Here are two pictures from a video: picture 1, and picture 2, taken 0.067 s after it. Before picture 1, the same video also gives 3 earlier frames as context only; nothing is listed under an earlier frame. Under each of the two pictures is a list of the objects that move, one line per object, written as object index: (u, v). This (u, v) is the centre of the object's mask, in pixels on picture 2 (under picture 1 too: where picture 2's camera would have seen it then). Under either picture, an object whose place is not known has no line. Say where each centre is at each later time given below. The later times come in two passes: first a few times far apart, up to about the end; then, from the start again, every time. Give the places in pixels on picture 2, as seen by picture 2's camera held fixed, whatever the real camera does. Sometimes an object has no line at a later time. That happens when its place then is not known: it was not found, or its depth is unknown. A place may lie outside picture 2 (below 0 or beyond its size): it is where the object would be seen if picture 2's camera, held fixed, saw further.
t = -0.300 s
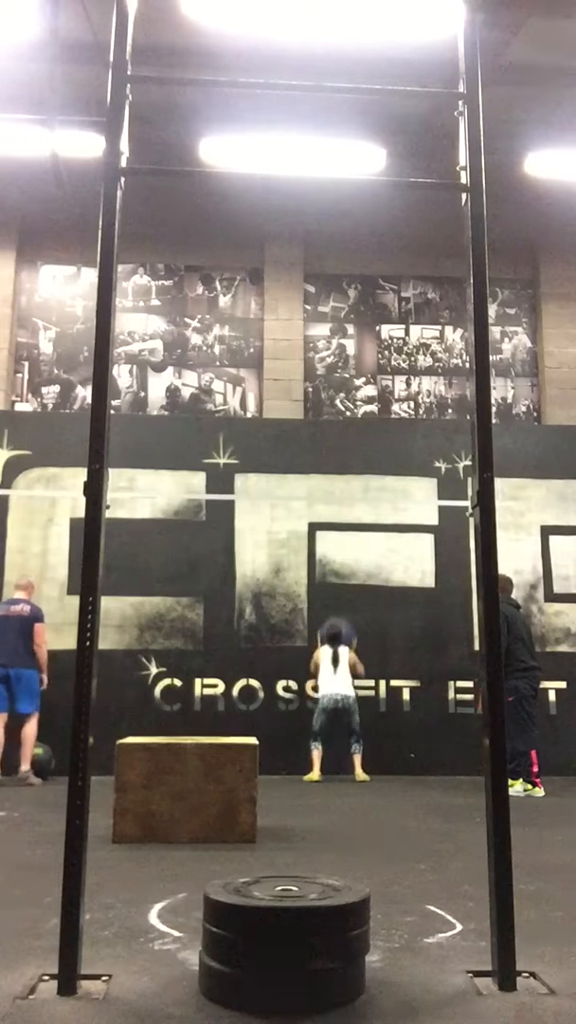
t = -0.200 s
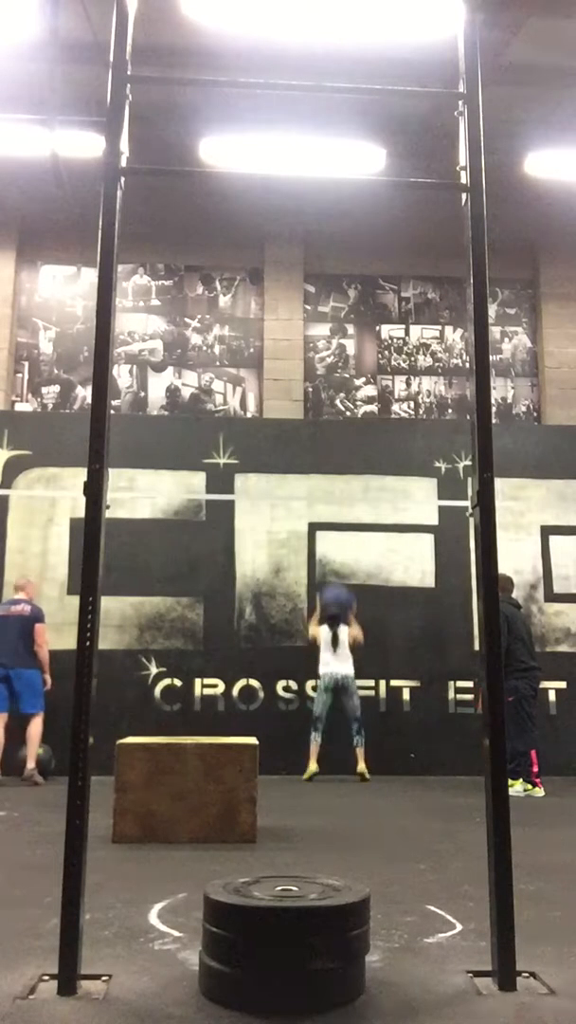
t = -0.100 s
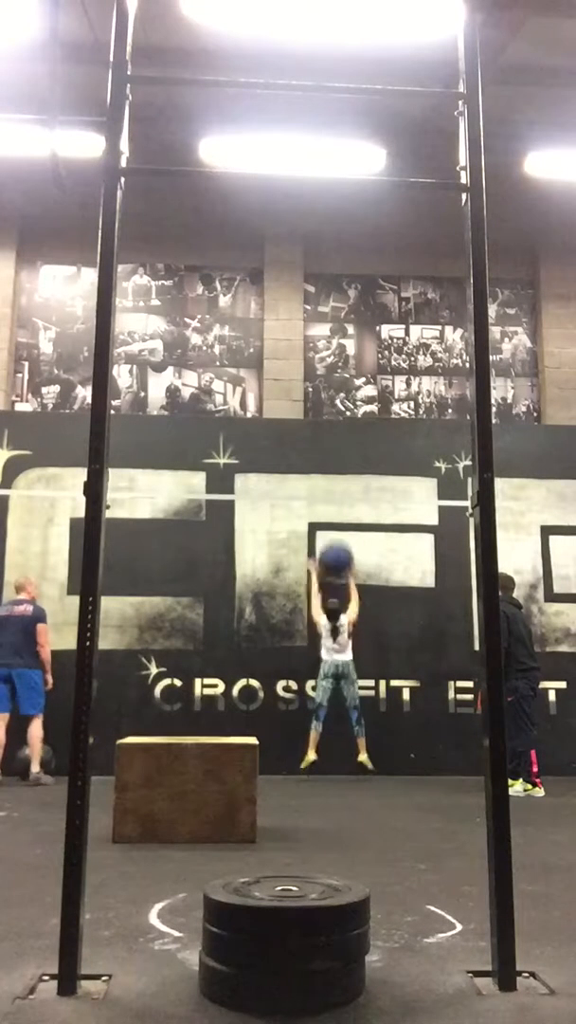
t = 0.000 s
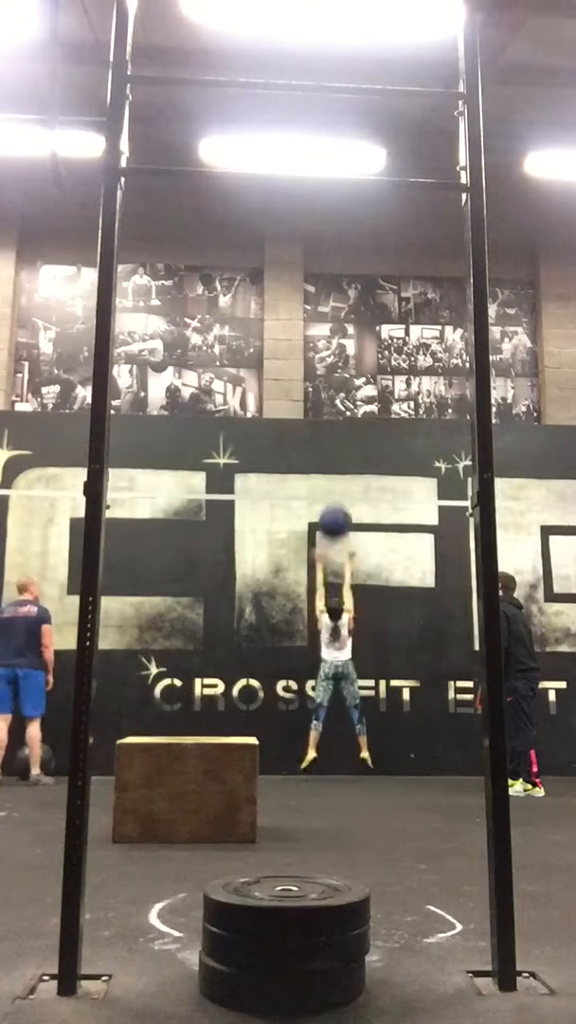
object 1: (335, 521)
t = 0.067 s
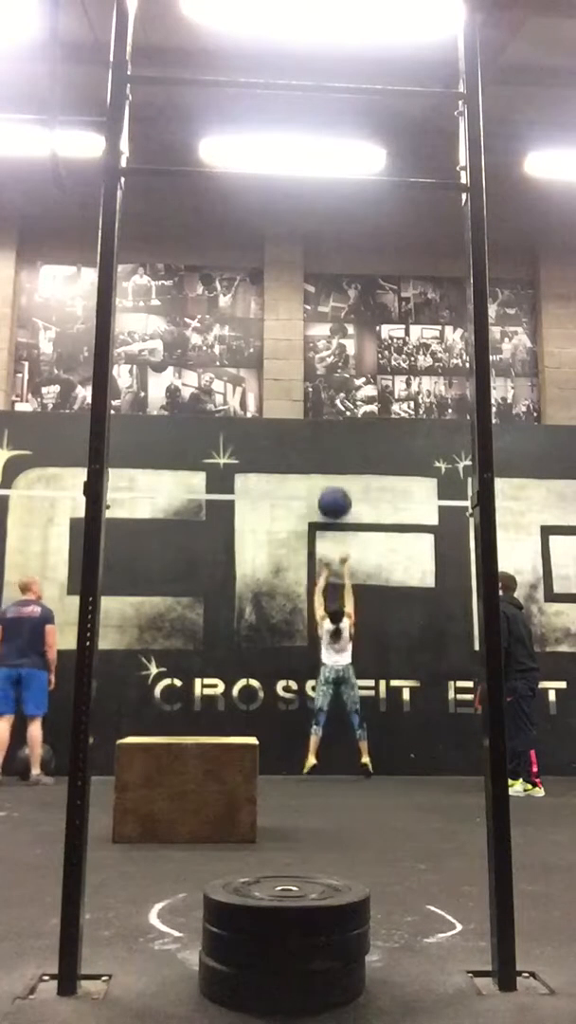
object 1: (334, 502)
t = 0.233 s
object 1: (333, 474)
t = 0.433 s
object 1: (331, 473)
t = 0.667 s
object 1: (331, 508)
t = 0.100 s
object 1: (334, 495)
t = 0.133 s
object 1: (334, 488)
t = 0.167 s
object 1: (333, 483)
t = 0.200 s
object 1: (333, 478)
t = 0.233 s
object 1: (333, 474)
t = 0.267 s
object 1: (332, 472)
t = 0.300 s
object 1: (332, 470)
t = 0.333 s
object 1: (332, 470)
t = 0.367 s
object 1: (331, 470)
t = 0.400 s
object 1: (331, 471)
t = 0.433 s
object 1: (331, 473)
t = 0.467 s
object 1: (330, 475)
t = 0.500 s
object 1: (330, 478)
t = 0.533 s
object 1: (331, 483)
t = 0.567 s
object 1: (331, 488)
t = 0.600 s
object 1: (331, 494)
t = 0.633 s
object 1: (331, 502)
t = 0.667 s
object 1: (331, 508)
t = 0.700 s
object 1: (330, 519)
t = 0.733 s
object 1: (330, 530)
